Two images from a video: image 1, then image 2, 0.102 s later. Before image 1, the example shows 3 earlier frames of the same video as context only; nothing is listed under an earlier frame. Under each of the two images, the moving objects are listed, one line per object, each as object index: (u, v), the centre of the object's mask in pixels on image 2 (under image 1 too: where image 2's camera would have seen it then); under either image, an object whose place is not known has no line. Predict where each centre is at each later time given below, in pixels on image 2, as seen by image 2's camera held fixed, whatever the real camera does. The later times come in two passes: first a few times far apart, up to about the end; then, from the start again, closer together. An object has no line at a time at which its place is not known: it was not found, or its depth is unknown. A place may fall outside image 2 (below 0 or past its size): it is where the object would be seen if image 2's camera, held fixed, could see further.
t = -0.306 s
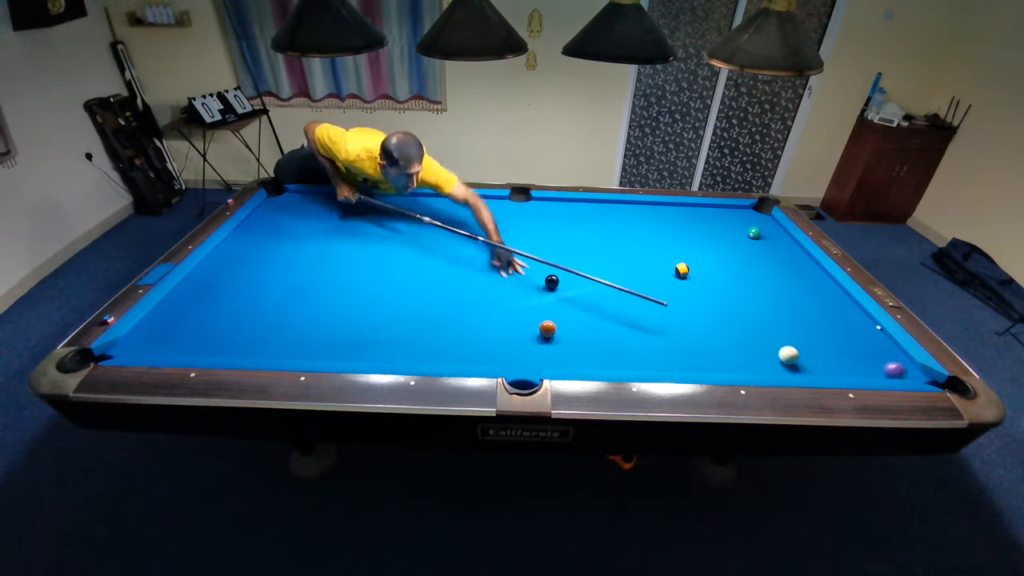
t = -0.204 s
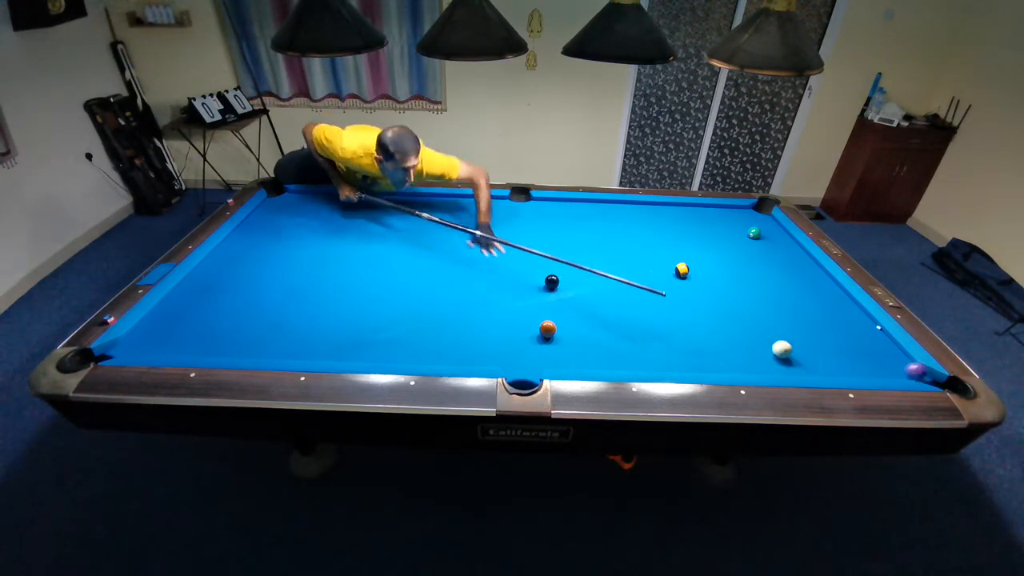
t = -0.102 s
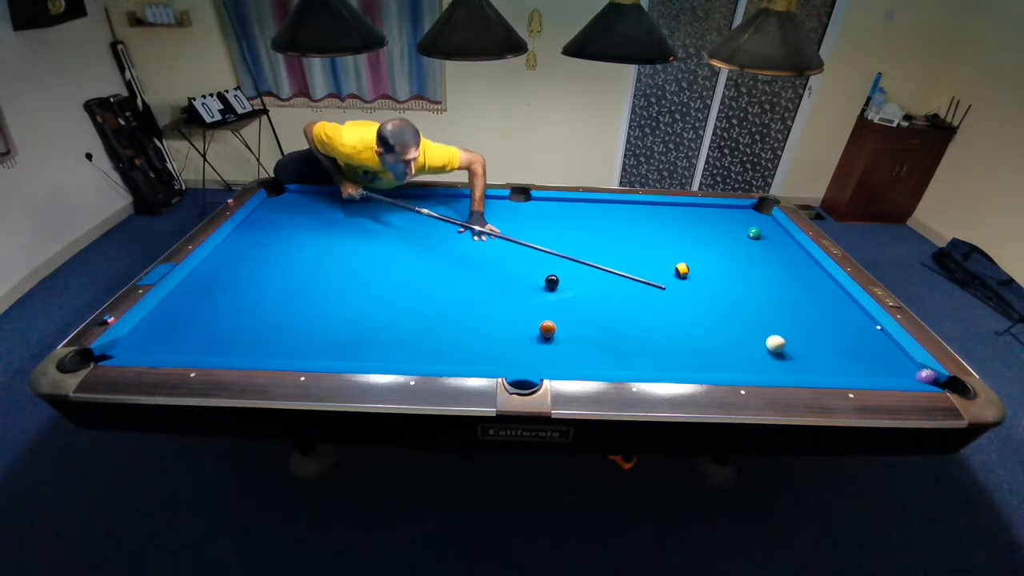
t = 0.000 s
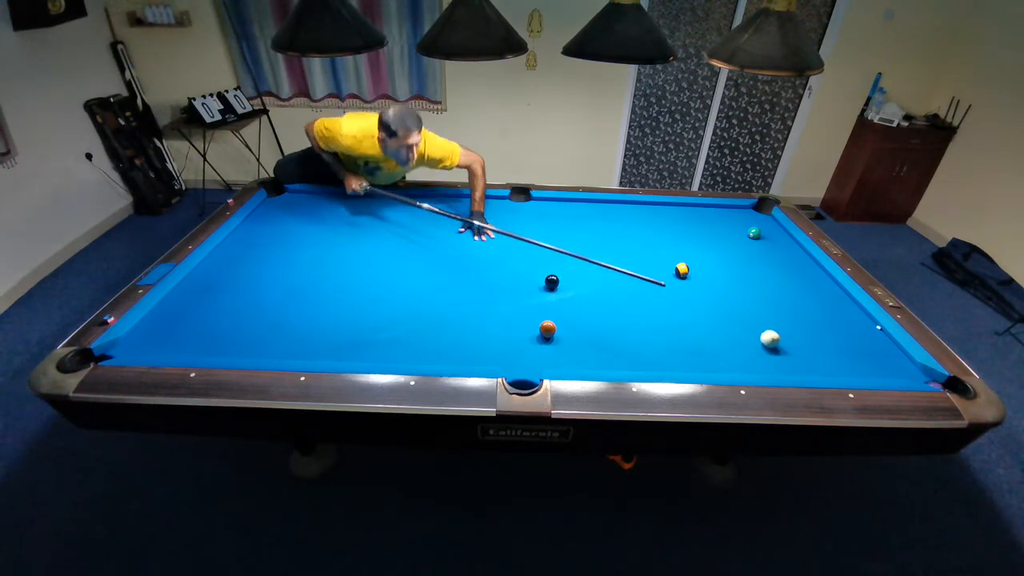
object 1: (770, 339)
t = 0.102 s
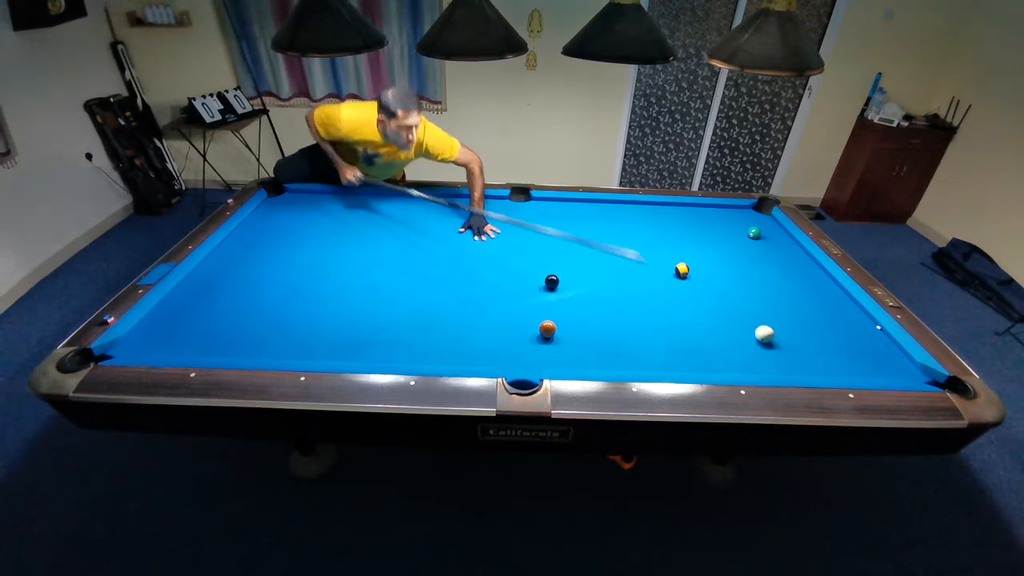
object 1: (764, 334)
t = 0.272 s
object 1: (756, 327)
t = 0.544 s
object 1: (745, 317)
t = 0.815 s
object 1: (735, 308)
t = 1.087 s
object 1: (727, 301)
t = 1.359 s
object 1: (721, 294)
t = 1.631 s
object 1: (716, 290)
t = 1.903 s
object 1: (711, 285)
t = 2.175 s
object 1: (708, 282)
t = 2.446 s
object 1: (705, 279)
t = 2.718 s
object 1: (704, 278)
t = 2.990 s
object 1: (704, 277)
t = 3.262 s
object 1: (704, 277)
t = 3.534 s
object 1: (704, 277)
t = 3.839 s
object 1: (704, 277)
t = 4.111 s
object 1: (704, 277)
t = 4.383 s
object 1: (704, 277)
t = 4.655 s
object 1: (704, 277)
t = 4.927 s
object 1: (704, 277)
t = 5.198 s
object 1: (704, 277)
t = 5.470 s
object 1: (704, 277)
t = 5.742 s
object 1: (704, 277)
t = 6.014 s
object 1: (704, 277)
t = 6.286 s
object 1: (704, 277)
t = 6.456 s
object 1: (704, 277)
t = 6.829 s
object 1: (703, 278)
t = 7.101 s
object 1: (703, 278)
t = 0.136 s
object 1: (763, 333)
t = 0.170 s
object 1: (761, 331)
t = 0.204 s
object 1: (759, 330)
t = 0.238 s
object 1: (758, 329)
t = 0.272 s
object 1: (756, 327)
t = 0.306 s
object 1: (754, 326)
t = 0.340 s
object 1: (753, 324)
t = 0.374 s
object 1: (752, 323)
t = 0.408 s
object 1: (750, 322)
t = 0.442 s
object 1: (749, 321)
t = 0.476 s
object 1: (747, 319)
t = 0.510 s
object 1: (746, 318)
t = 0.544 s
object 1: (745, 317)
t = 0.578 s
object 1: (743, 316)
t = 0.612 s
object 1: (742, 314)
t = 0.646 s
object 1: (741, 313)
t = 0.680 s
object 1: (739, 312)
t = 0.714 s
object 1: (738, 311)
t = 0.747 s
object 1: (737, 310)
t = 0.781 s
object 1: (736, 309)
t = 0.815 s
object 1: (735, 308)
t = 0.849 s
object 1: (734, 307)
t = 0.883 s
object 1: (733, 306)
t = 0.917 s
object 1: (732, 305)
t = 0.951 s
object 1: (731, 304)
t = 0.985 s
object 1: (730, 304)
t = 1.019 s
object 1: (729, 303)
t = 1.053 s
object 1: (728, 302)
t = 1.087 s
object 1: (727, 301)
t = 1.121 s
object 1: (726, 300)
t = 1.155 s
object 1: (726, 299)
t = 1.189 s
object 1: (725, 298)
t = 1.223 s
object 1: (724, 298)
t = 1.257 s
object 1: (723, 297)
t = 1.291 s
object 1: (722, 296)
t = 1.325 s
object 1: (721, 295)
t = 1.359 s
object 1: (721, 294)
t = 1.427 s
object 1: (720, 294)
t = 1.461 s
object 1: (719, 293)
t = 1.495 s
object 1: (719, 292)
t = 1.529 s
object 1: (718, 292)
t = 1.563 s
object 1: (717, 291)
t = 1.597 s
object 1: (717, 290)
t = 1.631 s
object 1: (716, 290)
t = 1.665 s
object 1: (715, 289)
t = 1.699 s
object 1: (714, 288)
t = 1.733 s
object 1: (713, 287)
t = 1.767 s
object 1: (713, 287)
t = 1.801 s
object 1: (712, 286)
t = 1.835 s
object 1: (712, 286)
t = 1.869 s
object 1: (711, 285)
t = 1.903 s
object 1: (711, 285)
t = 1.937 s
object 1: (710, 284)
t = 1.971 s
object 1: (710, 284)
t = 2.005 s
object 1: (709, 284)
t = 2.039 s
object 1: (709, 283)
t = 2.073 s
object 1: (709, 283)
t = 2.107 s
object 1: (708, 283)
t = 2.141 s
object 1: (708, 282)
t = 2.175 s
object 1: (708, 282)
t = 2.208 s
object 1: (707, 281)
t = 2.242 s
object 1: (707, 281)
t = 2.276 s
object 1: (707, 281)
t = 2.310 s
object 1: (706, 280)
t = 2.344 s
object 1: (706, 280)
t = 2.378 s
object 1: (706, 280)
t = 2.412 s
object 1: (706, 280)
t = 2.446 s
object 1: (705, 279)
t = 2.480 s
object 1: (705, 279)
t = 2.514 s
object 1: (705, 279)
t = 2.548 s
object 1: (704, 279)
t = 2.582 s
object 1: (704, 278)
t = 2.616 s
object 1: (704, 278)
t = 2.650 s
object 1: (704, 278)
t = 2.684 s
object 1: (704, 278)
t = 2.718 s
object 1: (704, 278)
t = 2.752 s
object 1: (704, 278)
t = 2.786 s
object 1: (704, 277)
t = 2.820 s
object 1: (704, 277)
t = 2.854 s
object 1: (704, 277)
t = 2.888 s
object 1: (704, 277)
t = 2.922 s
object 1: (704, 277)
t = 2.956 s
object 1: (704, 277)
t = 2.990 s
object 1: (704, 277)
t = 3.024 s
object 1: (704, 277)
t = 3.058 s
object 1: (704, 277)
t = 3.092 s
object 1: (704, 277)
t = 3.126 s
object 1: (703, 277)
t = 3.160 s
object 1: (704, 277)
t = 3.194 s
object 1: (704, 277)
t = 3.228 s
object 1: (703, 277)
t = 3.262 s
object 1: (704, 277)
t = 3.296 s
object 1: (704, 277)
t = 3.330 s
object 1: (704, 277)
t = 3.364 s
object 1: (704, 277)
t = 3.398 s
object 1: (704, 277)
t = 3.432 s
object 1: (704, 277)
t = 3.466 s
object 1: (704, 277)
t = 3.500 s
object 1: (704, 277)
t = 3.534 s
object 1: (704, 277)
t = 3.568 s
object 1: (704, 277)
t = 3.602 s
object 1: (704, 277)
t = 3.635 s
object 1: (704, 277)
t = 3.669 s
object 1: (704, 277)
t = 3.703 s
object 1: (704, 277)
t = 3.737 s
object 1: (704, 277)
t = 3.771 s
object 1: (704, 277)
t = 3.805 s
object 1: (704, 277)
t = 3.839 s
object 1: (704, 277)
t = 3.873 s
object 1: (704, 277)
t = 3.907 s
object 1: (704, 277)
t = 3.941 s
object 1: (704, 277)
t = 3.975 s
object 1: (704, 277)
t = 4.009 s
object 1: (704, 277)
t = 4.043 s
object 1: (704, 277)
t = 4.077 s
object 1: (704, 277)
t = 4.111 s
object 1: (704, 277)
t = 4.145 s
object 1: (704, 277)
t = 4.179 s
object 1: (704, 277)
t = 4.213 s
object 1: (704, 277)
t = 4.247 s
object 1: (704, 277)
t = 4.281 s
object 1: (704, 277)
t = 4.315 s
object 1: (704, 277)
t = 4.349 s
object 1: (704, 277)
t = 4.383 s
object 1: (704, 277)
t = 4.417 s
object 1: (704, 277)
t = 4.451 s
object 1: (704, 277)
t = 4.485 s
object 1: (704, 277)
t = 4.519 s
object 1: (704, 277)
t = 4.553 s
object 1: (704, 277)
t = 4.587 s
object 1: (704, 277)
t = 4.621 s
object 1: (704, 277)
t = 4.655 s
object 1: (704, 277)
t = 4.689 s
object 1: (704, 277)
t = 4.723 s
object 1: (704, 277)
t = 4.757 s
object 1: (704, 277)
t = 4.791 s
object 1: (704, 277)
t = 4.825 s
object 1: (704, 277)
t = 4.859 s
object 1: (704, 277)
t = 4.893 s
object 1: (704, 277)
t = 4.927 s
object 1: (704, 277)
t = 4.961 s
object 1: (704, 277)
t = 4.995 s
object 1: (704, 277)
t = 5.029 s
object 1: (704, 277)
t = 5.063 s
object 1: (704, 277)
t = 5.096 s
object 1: (704, 277)
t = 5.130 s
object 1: (704, 277)
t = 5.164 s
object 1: (704, 277)
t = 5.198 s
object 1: (704, 277)
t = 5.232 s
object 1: (704, 277)
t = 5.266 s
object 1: (704, 277)
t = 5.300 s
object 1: (704, 277)
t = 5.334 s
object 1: (704, 277)
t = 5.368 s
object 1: (704, 277)
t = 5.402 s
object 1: (704, 277)
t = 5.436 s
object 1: (704, 277)
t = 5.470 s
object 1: (704, 277)
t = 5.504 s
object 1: (704, 277)
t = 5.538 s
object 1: (704, 277)
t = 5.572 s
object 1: (704, 277)
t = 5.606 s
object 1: (704, 277)
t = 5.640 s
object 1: (704, 277)
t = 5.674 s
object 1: (704, 277)
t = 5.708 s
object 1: (704, 277)
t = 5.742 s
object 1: (704, 277)
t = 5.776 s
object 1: (704, 277)
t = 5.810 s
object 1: (704, 277)
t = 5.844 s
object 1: (704, 277)
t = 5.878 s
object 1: (704, 277)
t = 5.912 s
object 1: (704, 277)
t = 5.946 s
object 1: (704, 277)
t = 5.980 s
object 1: (704, 277)
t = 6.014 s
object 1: (704, 277)
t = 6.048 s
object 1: (704, 277)
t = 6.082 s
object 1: (704, 277)
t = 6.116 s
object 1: (704, 277)
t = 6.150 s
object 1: (704, 277)
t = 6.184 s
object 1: (704, 277)
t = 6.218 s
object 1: (704, 277)
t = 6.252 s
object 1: (704, 277)
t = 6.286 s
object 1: (704, 277)
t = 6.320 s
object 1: (704, 277)
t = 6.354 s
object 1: (704, 277)
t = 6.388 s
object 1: (703, 277)
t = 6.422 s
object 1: (703, 277)
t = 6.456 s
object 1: (704, 277)
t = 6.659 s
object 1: (703, 277)
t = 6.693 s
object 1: (703, 277)
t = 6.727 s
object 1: (703, 278)
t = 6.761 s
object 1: (703, 278)
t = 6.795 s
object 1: (703, 278)
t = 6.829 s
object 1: (703, 278)
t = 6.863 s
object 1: (703, 278)
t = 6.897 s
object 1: (703, 278)
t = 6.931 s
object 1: (703, 278)
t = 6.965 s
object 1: (703, 278)
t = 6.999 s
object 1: (703, 278)
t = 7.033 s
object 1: (703, 278)
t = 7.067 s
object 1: (703, 278)
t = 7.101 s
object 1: (703, 278)
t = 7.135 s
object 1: (703, 278)
